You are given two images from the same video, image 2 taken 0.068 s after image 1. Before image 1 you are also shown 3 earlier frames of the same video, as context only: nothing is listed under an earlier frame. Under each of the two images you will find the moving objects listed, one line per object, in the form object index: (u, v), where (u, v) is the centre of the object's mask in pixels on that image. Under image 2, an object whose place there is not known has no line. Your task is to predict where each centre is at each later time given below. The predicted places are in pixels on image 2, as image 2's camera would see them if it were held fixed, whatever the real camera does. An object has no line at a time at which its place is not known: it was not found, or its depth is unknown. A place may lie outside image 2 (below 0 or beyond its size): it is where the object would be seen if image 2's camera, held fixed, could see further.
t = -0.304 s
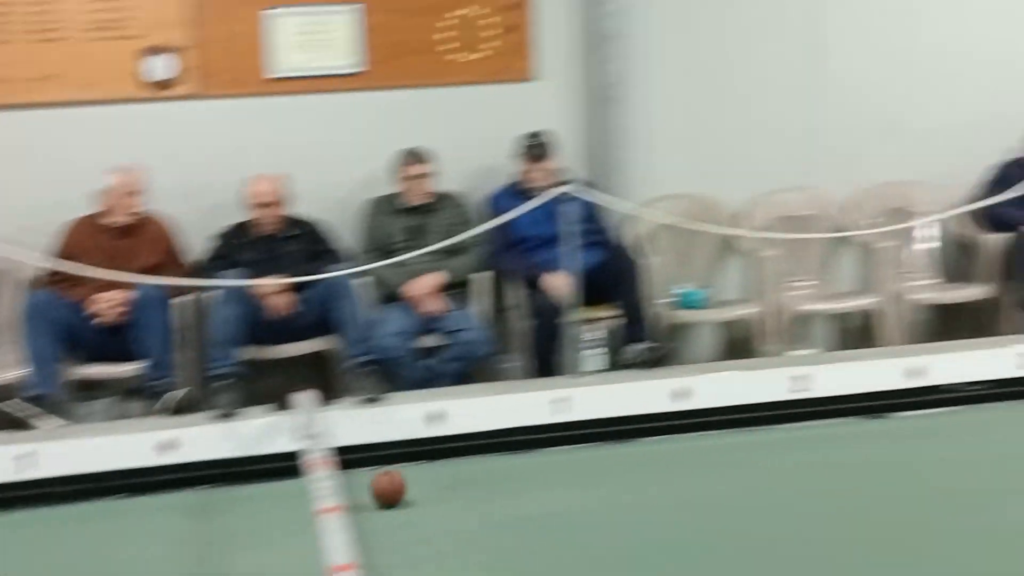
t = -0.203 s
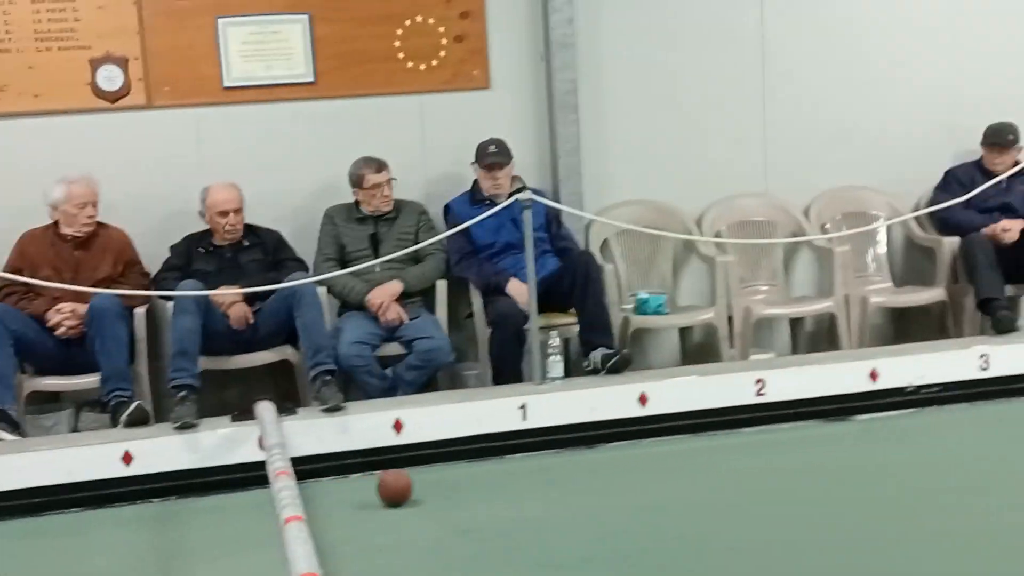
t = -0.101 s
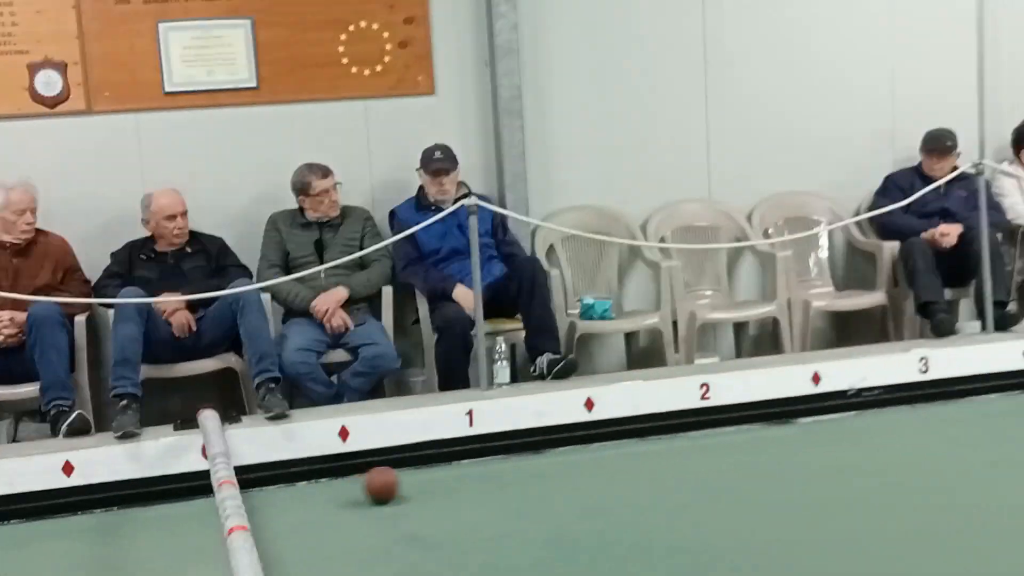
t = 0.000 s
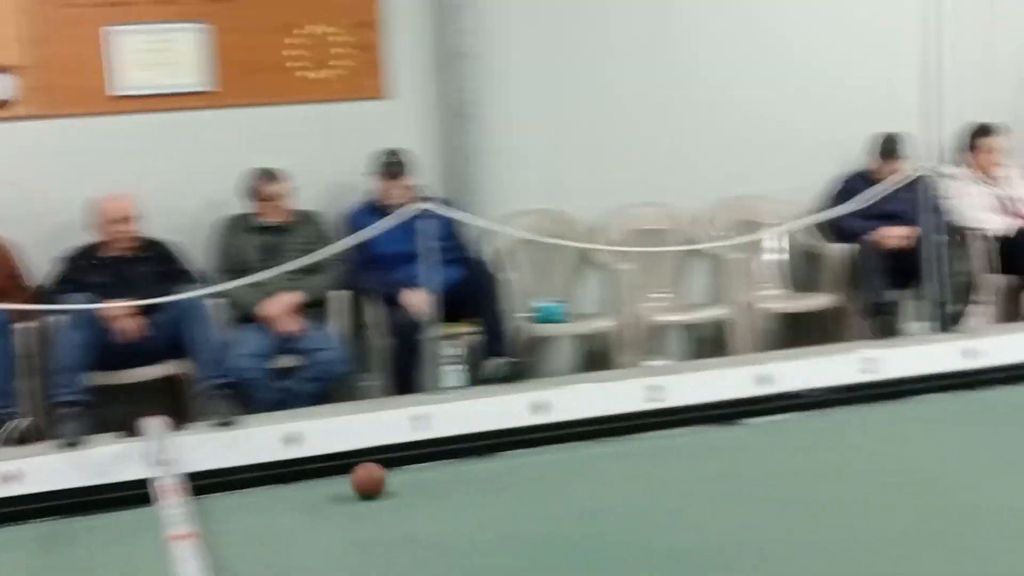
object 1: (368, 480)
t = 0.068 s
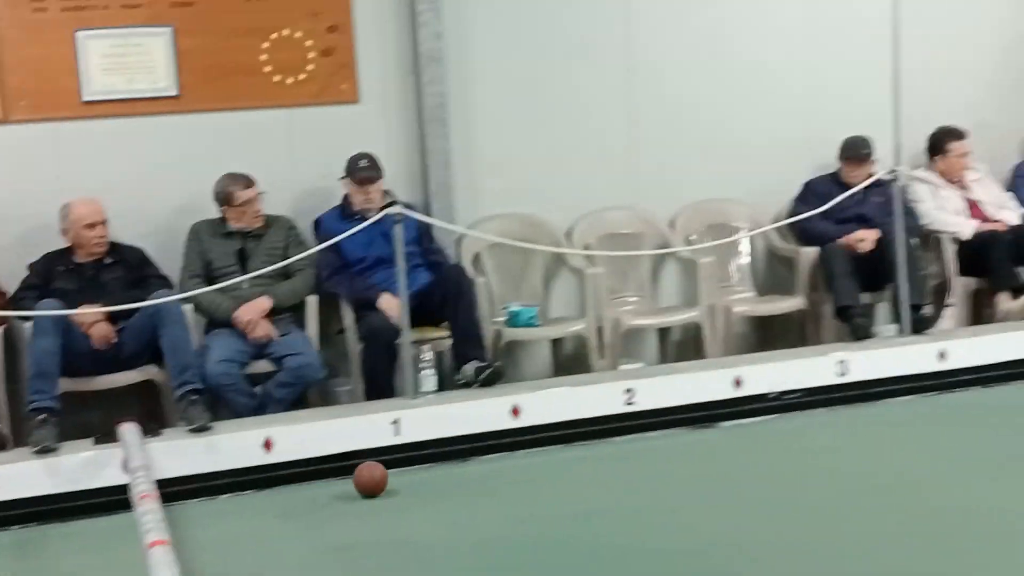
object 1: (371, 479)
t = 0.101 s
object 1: (382, 476)
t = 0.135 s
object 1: (395, 473)
